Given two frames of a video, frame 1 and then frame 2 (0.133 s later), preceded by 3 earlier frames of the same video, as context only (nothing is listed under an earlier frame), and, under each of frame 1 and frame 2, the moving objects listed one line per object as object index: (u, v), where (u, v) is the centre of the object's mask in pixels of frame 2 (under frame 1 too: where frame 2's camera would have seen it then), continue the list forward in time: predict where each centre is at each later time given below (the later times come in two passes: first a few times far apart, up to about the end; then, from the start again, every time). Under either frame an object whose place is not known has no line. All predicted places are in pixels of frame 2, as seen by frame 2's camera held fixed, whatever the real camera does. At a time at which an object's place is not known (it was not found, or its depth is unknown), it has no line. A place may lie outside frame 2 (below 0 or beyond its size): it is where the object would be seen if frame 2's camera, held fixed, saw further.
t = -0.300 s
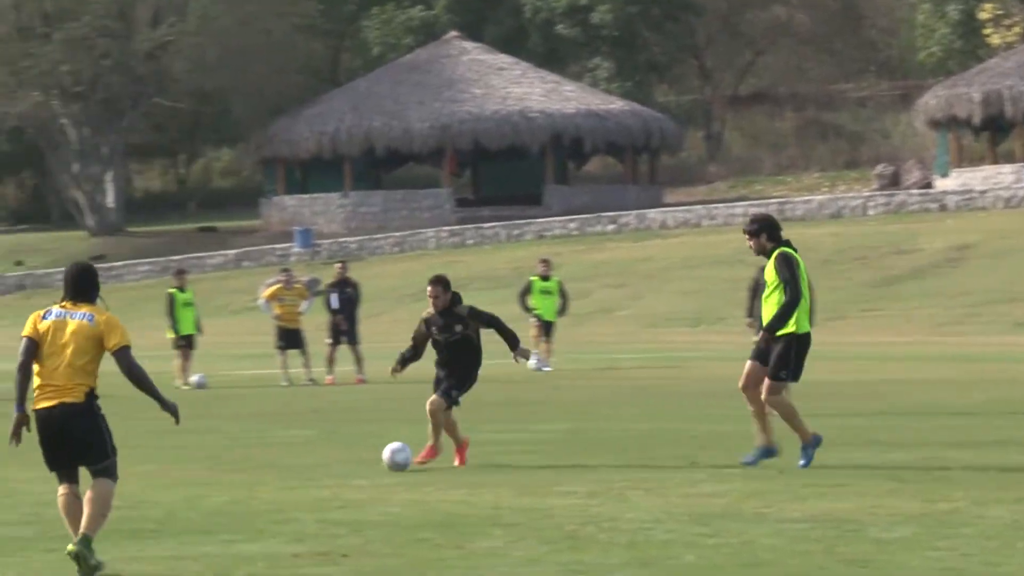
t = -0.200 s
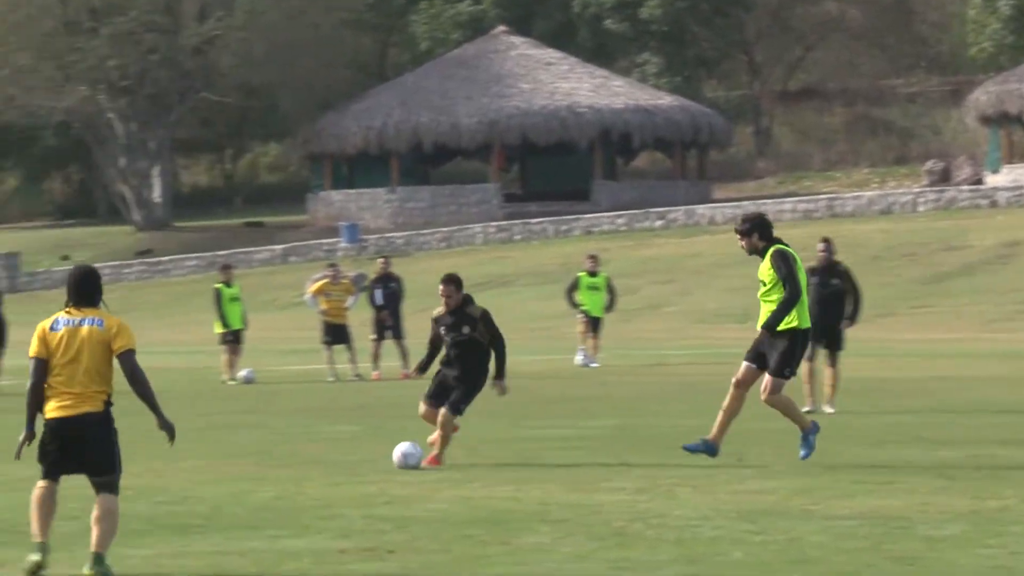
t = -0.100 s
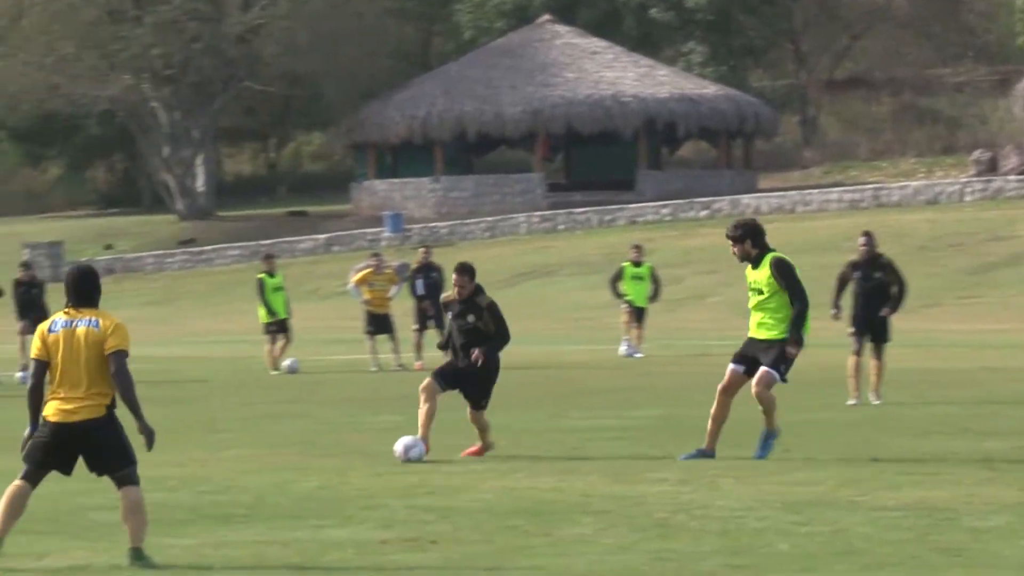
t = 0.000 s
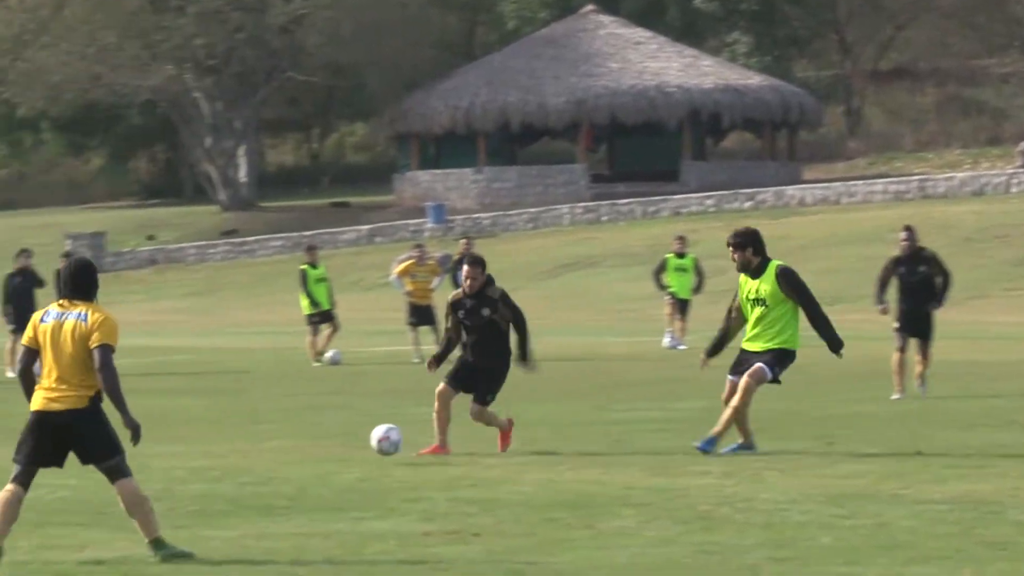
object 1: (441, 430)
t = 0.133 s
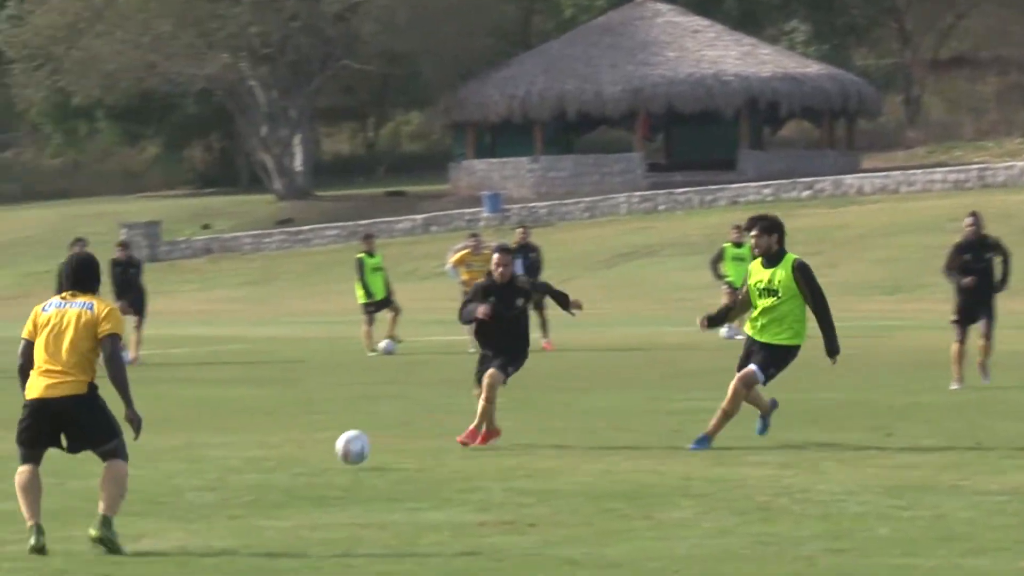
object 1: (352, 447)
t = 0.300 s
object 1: (243, 466)
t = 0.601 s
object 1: (50, 506)
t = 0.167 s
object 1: (329, 456)
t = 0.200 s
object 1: (308, 462)
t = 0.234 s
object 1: (287, 463)
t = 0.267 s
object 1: (265, 463)
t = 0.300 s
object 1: (243, 466)
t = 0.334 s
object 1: (221, 471)
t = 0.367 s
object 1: (199, 478)
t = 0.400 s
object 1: (177, 487)
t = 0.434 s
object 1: (156, 491)
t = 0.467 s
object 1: (135, 492)
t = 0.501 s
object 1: (114, 495)
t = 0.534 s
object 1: (92, 499)
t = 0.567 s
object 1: (71, 505)
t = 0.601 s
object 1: (50, 506)
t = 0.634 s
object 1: (29, 506)
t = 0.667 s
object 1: (7, 507)
